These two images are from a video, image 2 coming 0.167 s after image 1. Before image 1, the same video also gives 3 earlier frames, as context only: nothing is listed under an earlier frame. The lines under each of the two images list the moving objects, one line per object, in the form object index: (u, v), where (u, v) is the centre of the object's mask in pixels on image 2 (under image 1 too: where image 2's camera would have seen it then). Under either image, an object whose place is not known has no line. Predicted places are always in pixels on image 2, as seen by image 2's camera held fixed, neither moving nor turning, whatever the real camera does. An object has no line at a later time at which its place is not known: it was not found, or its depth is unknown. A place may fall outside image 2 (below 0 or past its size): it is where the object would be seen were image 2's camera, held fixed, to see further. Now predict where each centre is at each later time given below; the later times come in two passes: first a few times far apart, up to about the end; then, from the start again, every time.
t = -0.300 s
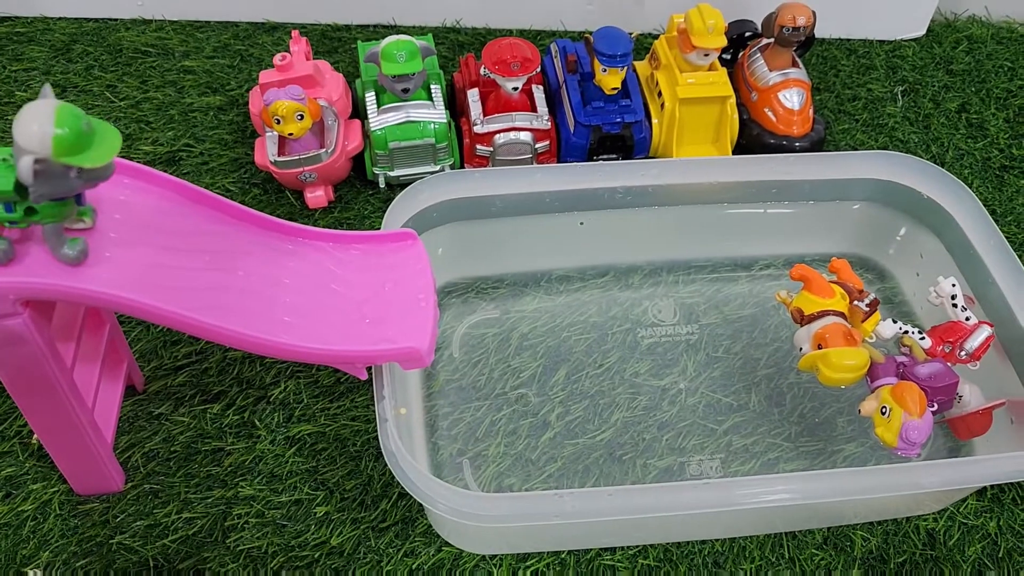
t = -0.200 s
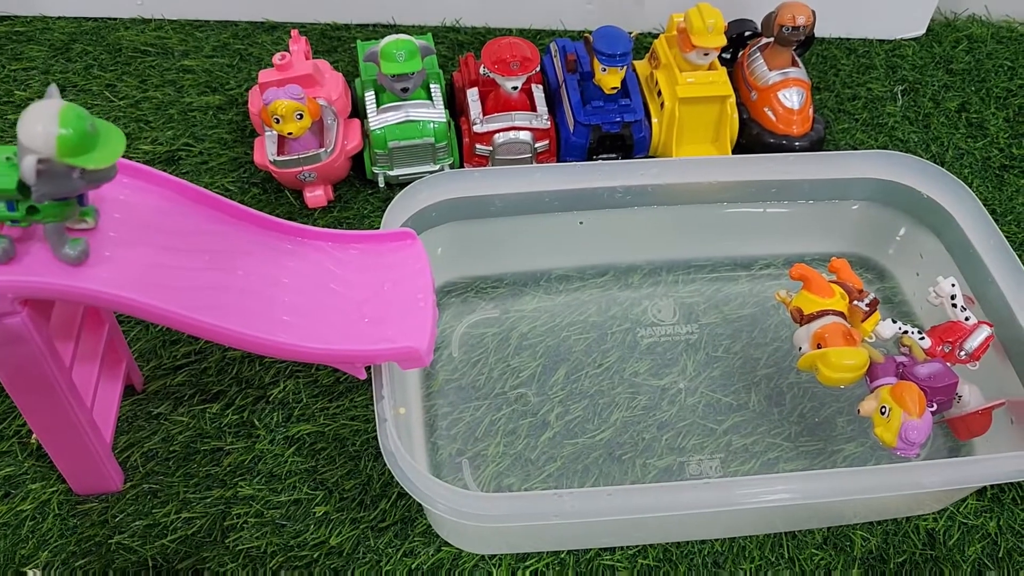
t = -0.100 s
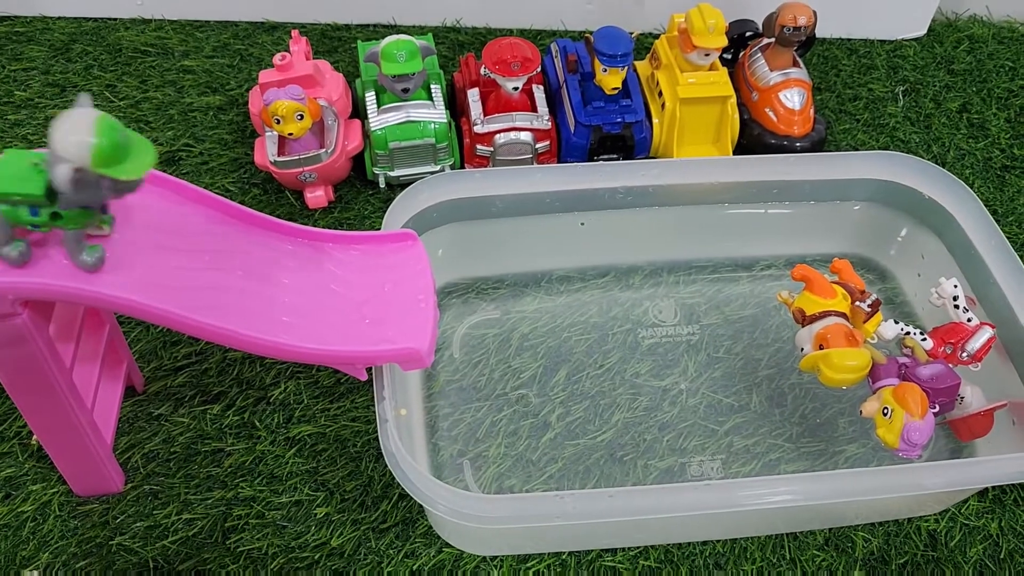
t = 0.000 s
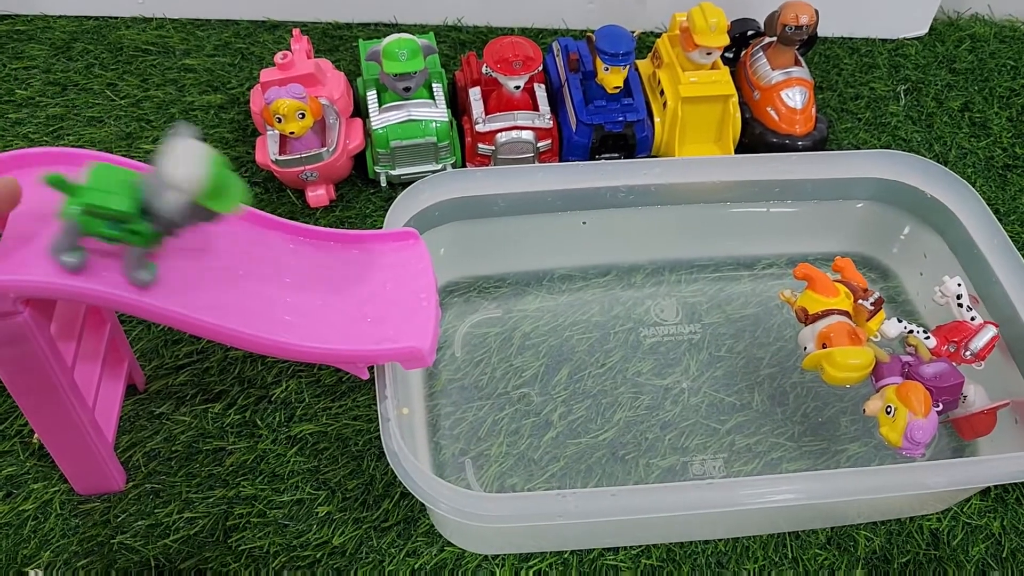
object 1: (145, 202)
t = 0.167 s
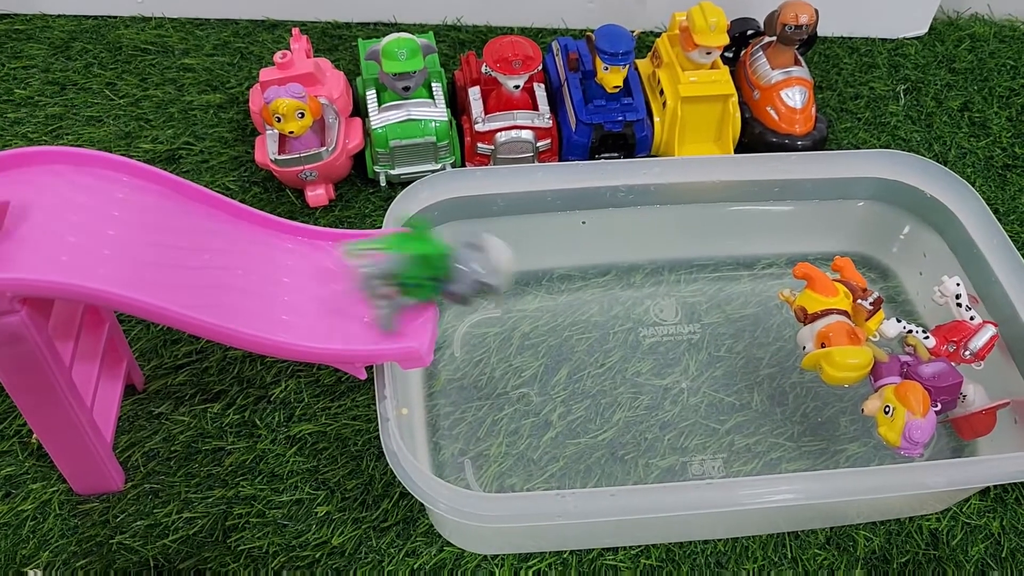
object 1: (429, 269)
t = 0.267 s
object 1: (524, 323)
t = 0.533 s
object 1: (589, 348)
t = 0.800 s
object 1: (629, 360)
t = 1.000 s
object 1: (644, 366)
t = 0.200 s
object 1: (459, 272)
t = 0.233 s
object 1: (485, 282)
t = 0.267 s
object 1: (524, 323)
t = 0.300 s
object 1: (533, 343)
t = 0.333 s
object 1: (533, 345)
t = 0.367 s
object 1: (544, 344)
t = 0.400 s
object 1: (555, 336)
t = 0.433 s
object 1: (573, 328)
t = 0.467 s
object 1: (572, 325)
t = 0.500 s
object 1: (585, 338)
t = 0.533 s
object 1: (589, 348)
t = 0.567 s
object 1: (597, 346)
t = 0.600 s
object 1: (598, 349)
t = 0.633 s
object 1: (600, 351)
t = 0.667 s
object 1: (603, 354)
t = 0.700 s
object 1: (609, 357)
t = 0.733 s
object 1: (614, 360)
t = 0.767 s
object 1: (624, 360)
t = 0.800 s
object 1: (629, 360)
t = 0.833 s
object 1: (631, 361)
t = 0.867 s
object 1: (632, 364)
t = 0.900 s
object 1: (633, 366)
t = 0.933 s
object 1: (636, 366)
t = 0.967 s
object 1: (640, 366)
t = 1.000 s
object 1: (644, 366)
